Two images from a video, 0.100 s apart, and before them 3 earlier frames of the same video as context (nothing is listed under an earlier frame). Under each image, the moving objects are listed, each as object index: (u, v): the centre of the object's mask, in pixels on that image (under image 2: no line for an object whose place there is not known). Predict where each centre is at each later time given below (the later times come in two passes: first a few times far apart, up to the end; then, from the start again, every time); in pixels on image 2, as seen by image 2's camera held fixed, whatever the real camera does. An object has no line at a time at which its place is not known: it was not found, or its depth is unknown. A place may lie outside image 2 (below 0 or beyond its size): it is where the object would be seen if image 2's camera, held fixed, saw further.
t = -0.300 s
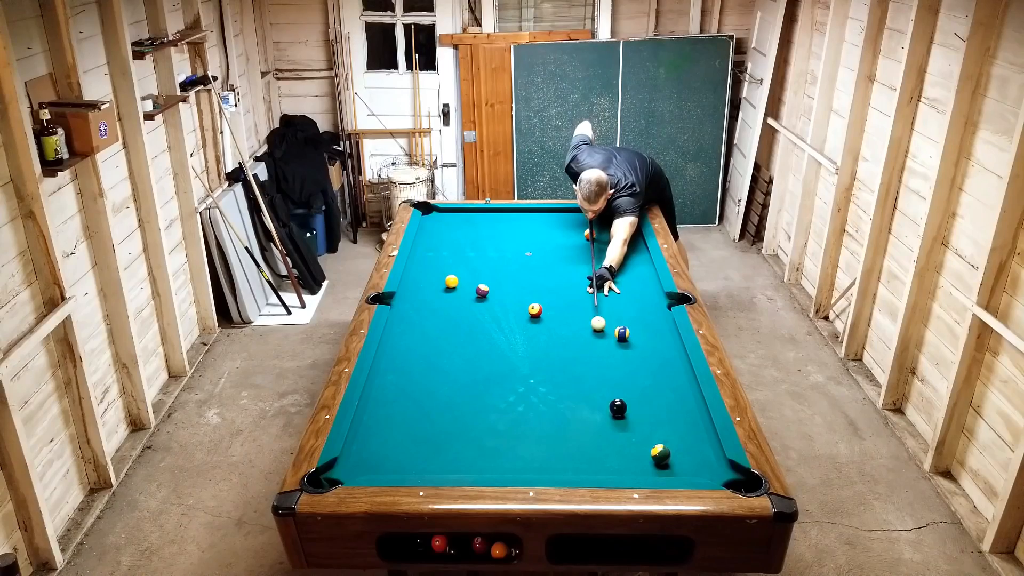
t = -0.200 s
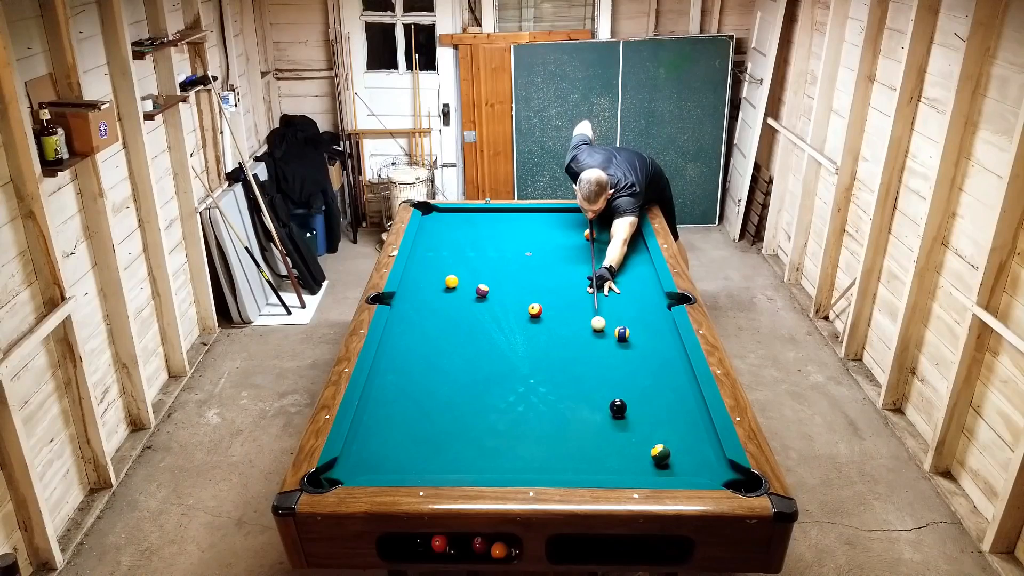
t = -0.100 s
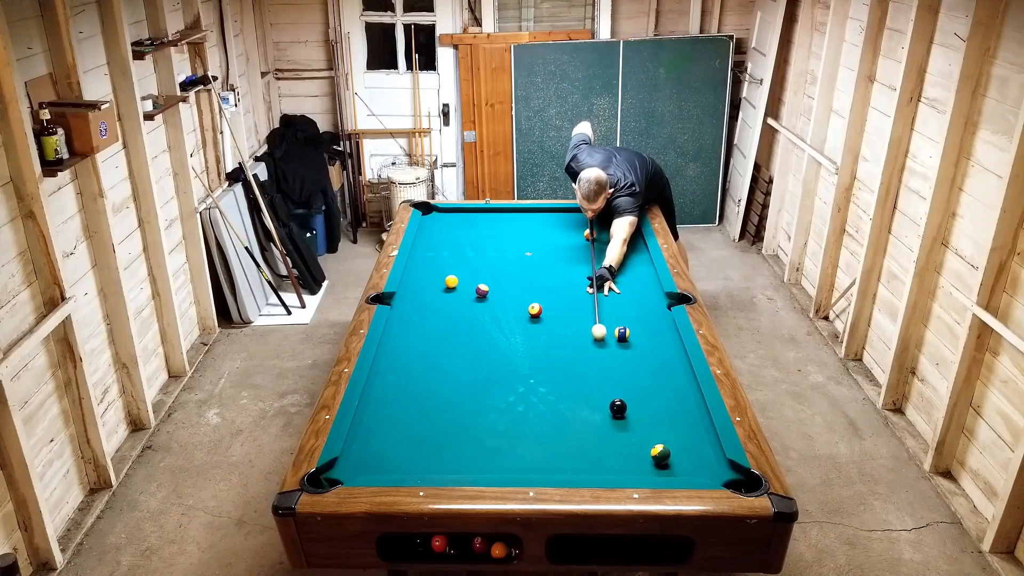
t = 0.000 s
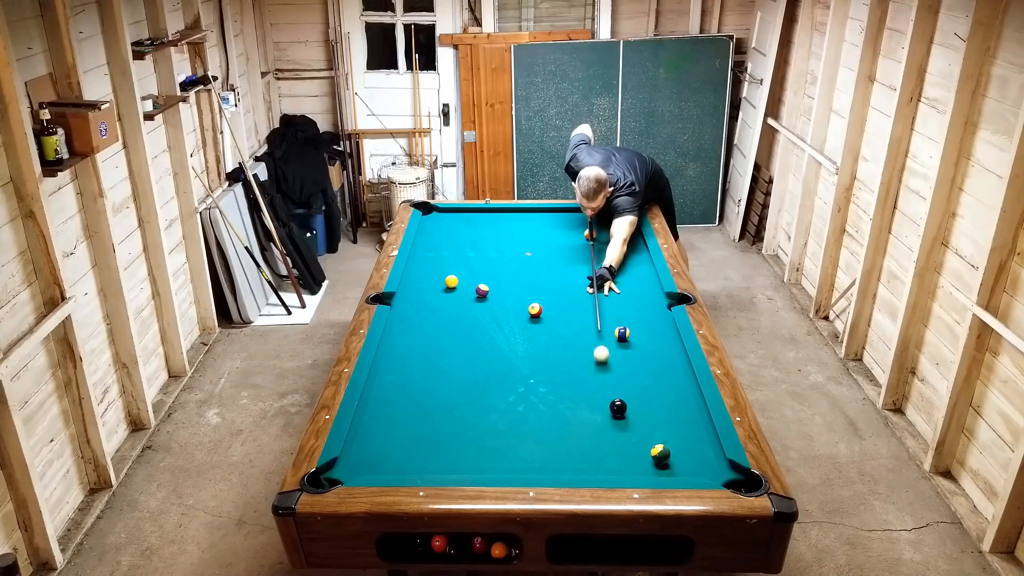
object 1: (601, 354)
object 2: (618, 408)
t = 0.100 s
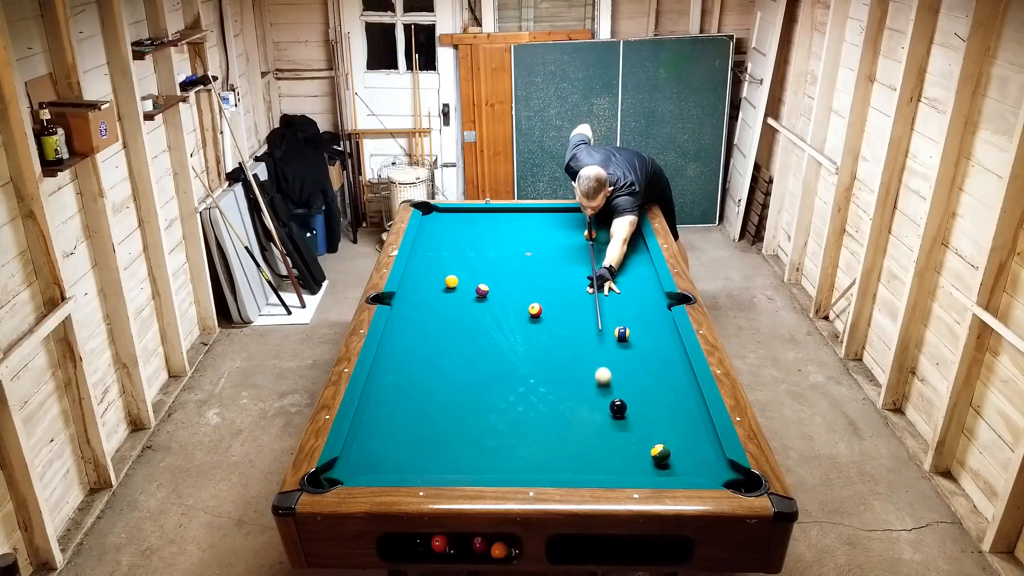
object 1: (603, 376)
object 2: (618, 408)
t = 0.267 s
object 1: (592, 408)
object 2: (633, 417)
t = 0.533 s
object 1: (547, 448)
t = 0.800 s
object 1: (505, 458)
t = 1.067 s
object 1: (473, 433)
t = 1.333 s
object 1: (445, 412)
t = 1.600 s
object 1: (421, 393)
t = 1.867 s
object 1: (400, 376)
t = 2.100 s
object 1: (383, 363)
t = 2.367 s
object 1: (393, 352)
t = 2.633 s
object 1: (406, 343)
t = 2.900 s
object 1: (417, 336)
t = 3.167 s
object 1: (427, 329)
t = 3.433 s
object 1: (436, 324)
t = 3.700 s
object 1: (444, 320)
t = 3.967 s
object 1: (450, 316)
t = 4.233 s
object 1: (456, 313)
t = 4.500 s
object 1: (460, 311)
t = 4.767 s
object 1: (464, 309)
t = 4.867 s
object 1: (465, 309)
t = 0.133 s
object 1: (604, 384)
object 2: (618, 408)
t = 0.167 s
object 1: (604, 392)
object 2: (618, 408)
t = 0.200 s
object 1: (604, 400)
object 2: (619, 408)
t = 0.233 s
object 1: (598, 404)
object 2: (626, 412)
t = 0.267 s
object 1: (592, 408)
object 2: (633, 417)
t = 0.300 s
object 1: (586, 412)
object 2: (639, 421)
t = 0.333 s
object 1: (581, 417)
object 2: (644, 425)
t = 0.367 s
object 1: (576, 422)
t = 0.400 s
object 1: (570, 427)
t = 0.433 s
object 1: (565, 432)
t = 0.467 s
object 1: (559, 438)
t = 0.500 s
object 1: (553, 443)
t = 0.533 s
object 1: (547, 448)
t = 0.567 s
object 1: (542, 454)
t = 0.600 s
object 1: (536, 459)
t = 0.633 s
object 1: (529, 464)
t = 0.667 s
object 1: (523, 468)
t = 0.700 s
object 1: (518, 467)
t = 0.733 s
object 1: (514, 465)
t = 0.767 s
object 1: (509, 461)
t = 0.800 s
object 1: (505, 458)
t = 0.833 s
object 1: (501, 455)
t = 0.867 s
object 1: (496, 452)
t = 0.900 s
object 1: (492, 448)
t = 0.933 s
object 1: (488, 445)
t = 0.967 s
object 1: (485, 442)
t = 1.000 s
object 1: (480, 439)
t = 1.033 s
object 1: (477, 436)
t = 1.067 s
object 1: (473, 433)
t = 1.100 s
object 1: (469, 431)
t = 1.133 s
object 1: (466, 428)
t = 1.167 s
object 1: (462, 425)
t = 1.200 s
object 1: (458, 422)
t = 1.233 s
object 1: (455, 420)
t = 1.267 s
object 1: (452, 417)
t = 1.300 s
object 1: (448, 414)
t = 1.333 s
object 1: (445, 412)
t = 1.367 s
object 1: (442, 409)
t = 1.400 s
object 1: (439, 407)
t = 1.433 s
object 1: (436, 404)
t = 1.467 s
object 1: (433, 402)
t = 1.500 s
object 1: (430, 399)
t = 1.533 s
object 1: (427, 397)
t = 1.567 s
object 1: (424, 395)
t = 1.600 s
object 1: (421, 393)
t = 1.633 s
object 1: (418, 391)
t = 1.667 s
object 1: (415, 389)
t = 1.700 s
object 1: (413, 386)
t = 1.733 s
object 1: (410, 384)
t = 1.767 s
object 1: (407, 382)
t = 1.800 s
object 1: (405, 380)
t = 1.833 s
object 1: (402, 378)
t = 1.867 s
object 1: (400, 376)
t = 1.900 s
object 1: (397, 374)
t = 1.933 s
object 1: (395, 372)
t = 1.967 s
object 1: (392, 370)
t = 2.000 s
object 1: (390, 368)
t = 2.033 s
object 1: (388, 366)
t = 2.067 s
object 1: (385, 364)
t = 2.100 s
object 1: (383, 363)
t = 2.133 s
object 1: (381, 361)
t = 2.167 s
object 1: (382, 359)
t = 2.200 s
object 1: (384, 358)
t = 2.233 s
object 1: (386, 357)
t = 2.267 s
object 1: (388, 355)
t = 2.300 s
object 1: (390, 354)
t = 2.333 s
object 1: (391, 353)
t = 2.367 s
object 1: (393, 352)
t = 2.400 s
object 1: (395, 351)
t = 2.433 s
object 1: (397, 349)
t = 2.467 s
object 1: (398, 348)
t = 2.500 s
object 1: (400, 347)
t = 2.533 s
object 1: (402, 346)
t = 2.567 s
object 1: (403, 345)
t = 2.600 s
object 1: (405, 344)
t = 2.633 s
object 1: (406, 343)
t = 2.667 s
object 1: (408, 342)
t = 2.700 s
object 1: (409, 341)
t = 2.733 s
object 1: (410, 340)
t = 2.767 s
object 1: (412, 339)
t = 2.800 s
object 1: (413, 338)
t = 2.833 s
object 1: (415, 337)
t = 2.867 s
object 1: (416, 337)
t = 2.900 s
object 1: (417, 336)
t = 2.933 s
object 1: (418, 335)
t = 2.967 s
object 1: (420, 334)
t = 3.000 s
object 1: (421, 333)
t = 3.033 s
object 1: (422, 332)
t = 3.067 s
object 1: (423, 332)
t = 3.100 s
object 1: (425, 331)
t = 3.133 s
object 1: (426, 330)
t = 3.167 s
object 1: (427, 329)
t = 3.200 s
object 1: (428, 329)
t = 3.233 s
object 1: (429, 328)
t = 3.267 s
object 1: (430, 327)
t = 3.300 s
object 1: (431, 326)
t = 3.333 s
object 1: (433, 326)
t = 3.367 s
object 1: (434, 325)
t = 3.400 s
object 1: (435, 325)
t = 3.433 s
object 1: (436, 324)
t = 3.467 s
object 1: (437, 323)
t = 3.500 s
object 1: (438, 323)
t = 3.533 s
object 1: (439, 322)
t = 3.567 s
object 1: (440, 322)
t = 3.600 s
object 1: (441, 321)
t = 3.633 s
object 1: (442, 320)
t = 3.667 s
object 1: (443, 320)
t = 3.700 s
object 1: (444, 320)
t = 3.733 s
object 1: (444, 319)
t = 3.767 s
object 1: (445, 319)
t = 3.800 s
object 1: (446, 318)
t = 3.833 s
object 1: (447, 317)
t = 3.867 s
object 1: (448, 317)
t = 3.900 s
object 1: (449, 317)
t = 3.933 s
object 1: (450, 316)
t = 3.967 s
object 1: (450, 316)
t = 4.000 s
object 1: (451, 315)
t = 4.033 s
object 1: (452, 315)
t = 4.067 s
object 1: (453, 315)
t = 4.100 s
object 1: (453, 314)
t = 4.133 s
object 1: (454, 314)
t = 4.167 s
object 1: (455, 314)
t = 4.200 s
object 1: (455, 313)
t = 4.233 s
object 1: (456, 313)
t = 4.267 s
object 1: (457, 313)
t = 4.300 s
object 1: (457, 312)
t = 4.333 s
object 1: (458, 312)
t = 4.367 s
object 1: (458, 312)
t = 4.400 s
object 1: (459, 312)
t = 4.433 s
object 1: (459, 311)
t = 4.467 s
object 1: (460, 311)
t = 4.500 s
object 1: (460, 311)
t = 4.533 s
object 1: (461, 311)
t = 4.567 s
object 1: (461, 311)
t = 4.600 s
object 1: (462, 310)
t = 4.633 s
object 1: (462, 310)
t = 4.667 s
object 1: (462, 310)
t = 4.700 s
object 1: (463, 310)
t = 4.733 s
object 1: (463, 310)
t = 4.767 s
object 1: (464, 309)
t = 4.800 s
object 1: (464, 309)
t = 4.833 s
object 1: (464, 309)
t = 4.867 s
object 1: (465, 309)
